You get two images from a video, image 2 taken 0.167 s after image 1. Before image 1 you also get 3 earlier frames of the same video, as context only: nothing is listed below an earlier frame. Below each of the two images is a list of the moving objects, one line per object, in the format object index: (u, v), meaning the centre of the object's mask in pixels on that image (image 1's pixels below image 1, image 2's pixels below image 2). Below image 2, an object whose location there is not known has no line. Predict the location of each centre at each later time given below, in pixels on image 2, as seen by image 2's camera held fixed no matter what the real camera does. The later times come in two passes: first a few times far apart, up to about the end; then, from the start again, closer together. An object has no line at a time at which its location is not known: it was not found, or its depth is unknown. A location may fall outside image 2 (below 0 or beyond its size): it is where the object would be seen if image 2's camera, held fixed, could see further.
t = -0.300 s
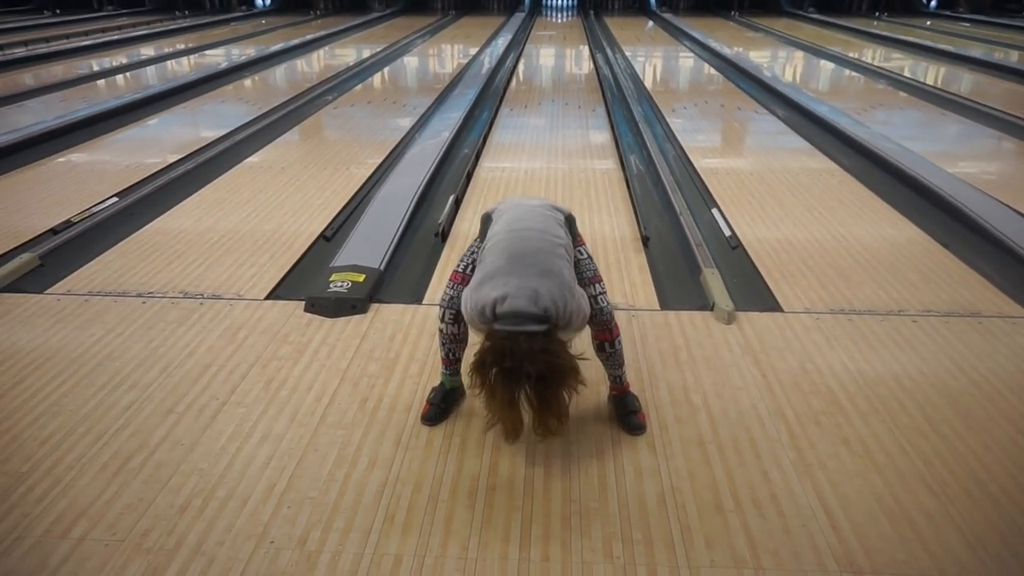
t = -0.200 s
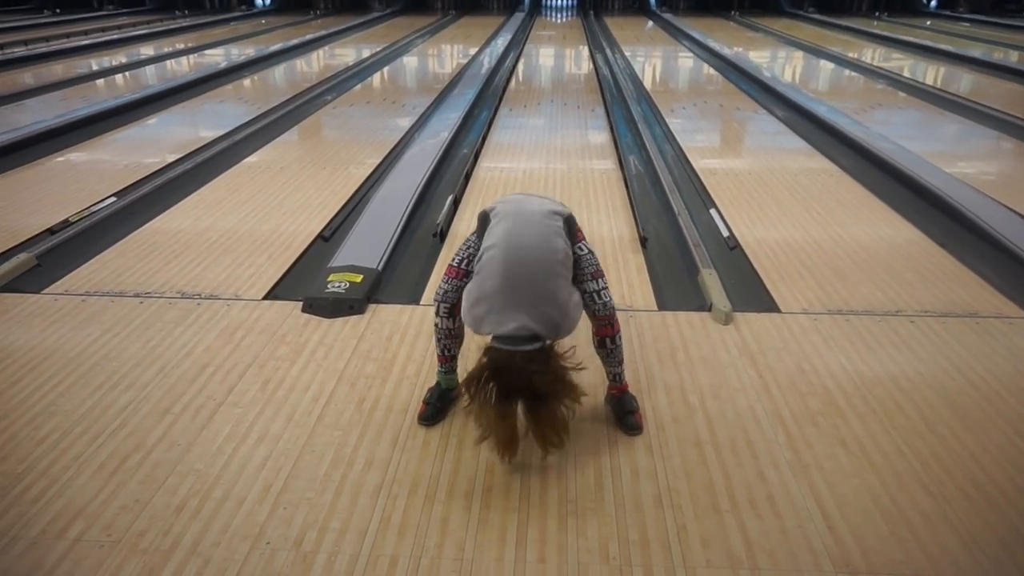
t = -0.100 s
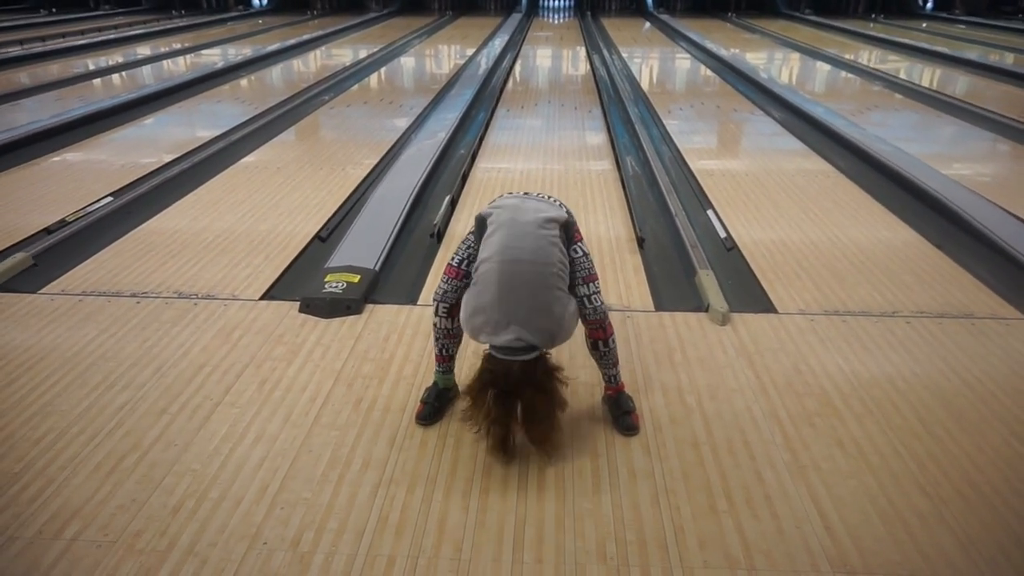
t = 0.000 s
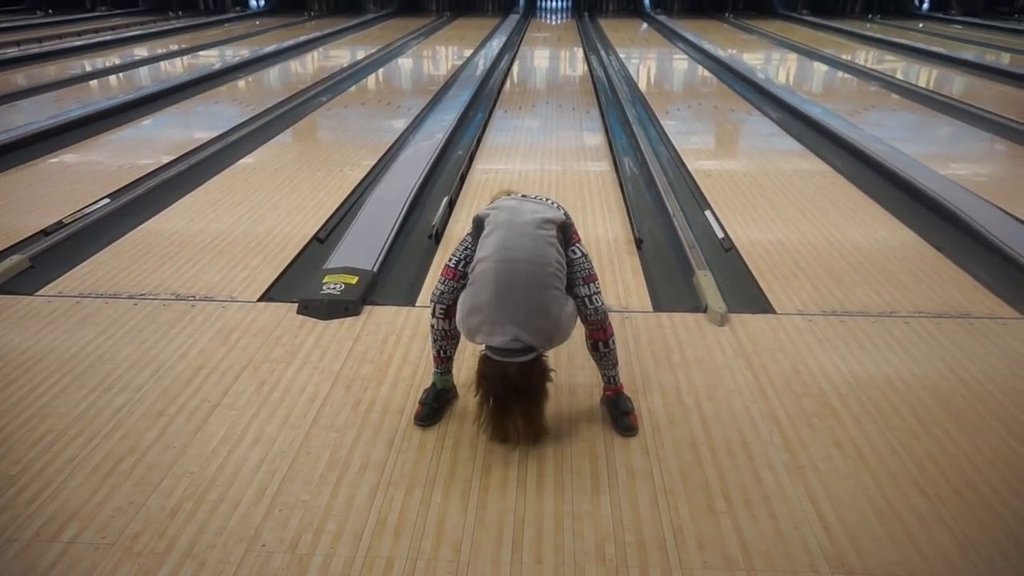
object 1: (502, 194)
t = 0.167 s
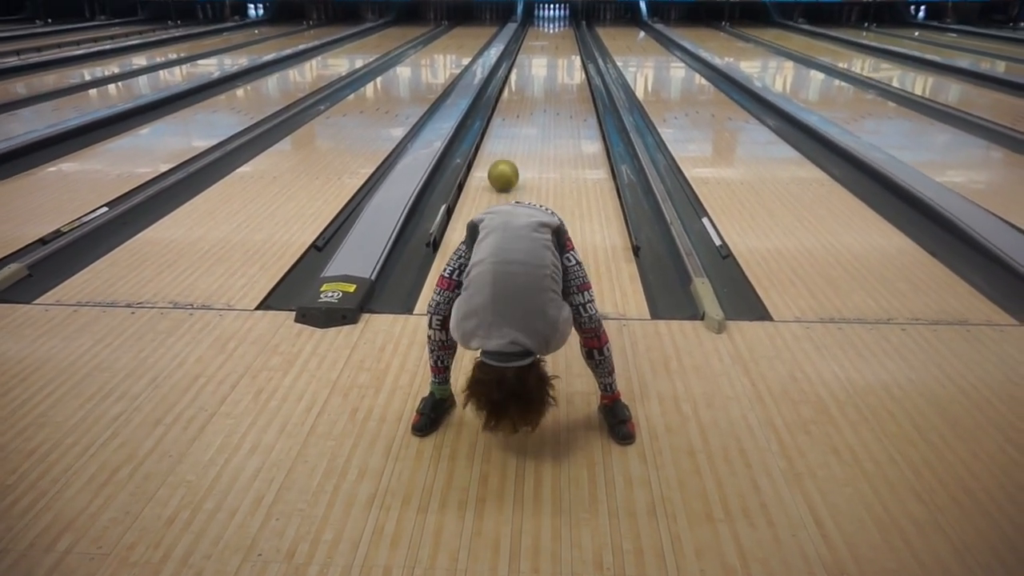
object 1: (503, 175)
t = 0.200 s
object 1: (502, 169)
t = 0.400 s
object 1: (500, 137)
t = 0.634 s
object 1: (499, 110)
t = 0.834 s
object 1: (507, 94)
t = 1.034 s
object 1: (513, 82)
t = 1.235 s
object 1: (518, 71)
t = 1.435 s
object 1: (521, 64)
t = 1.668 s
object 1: (523, 57)
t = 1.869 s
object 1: (525, 50)
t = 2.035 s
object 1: (525, 46)
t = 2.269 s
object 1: (527, 41)
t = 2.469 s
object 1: (528, 37)
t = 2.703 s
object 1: (529, 33)
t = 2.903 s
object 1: (530, 31)
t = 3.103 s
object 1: (531, 28)
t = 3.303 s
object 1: (533, 25)
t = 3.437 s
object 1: (534, 24)
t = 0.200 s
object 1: (502, 169)
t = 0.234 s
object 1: (502, 163)
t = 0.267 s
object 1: (502, 157)
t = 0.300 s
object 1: (501, 151)
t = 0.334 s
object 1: (501, 146)
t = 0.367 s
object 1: (501, 141)
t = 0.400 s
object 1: (500, 137)
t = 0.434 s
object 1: (500, 132)
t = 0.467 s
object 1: (500, 128)
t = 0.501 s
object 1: (499, 124)
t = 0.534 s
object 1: (500, 120)
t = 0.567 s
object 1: (499, 117)
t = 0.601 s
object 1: (500, 112)
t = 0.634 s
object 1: (499, 110)
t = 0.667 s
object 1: (500, 107)
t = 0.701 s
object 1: (501, 104)
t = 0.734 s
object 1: (503, 102)
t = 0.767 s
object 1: (505, 99)
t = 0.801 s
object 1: (506, 96)
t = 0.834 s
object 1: (507, 94)
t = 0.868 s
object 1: (508, 92)
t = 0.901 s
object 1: (510, 89)
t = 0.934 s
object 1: (511, 87)
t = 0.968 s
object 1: (512, 85)
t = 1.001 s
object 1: (513, 83)
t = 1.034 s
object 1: (513, 82)
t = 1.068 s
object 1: (514, 79)
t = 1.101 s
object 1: (515, 77)
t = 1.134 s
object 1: (516, 76)
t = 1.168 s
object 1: (517, 74)
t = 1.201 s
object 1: (517, 73)
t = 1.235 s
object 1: (518, 71)
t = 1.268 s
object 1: (518, 70)
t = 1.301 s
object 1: (519, 69)
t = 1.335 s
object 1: (520, 67)
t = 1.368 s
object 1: (520, 66)
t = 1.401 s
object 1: (520, 65)
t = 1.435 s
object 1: (521, 64)
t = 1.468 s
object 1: (521, 63)
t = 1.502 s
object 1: (522, 61)
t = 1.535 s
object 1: (522, 60)
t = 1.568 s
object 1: (522, 59)
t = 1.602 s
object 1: (522, 58)
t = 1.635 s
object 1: (522, 57)
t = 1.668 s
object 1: (523, 57)
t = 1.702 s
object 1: (523, 55)
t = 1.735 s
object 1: (523, 54)
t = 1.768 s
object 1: (523, 52)
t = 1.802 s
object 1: (524, 52)
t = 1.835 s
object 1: (524, 51)
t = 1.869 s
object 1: (525, 50)
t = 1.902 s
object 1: (525, 49)
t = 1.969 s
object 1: (525, 48)
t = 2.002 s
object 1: (526, 47)
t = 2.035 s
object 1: (525, 46)
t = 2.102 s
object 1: (526, 45)
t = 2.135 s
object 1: (526, 44)
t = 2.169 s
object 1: (526, 43)
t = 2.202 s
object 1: (527, 43)
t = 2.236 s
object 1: (527, 42)
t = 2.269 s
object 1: (527, 41)
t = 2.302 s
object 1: (527, 41)
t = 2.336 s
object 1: (527, 40)
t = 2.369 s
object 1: (527, 40)
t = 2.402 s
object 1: (528, 39)
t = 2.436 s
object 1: (527, 38)
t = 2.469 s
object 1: (528, 37)
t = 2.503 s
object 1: (528, 37)
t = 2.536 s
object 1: (528, 36)
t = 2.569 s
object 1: (528, 36)
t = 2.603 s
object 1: (529, 35)
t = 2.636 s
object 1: (529, 34)
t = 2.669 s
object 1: (529, 34)
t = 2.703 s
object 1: (529, 33)
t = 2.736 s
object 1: (529, 33)
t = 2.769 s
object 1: (530, 32)
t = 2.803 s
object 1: (530, 32)
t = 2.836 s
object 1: (530, 31)
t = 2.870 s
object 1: (530, 31)
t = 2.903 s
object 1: (530, 31)
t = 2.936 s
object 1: (530, 30)
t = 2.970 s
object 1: (530, 30)
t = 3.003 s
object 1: (531, 29)
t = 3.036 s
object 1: (531, 29)
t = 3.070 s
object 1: (531, 28)
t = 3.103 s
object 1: (531, 28)
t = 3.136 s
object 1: (531, 27)
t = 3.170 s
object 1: (532, 27)
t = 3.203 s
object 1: (532, 26)
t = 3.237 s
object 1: (532, 26)
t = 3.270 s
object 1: (532, 25)
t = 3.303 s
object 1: (533, 25)
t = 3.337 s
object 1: (533, 25)
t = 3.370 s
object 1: (533, 25)
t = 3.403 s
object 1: (533, 24)
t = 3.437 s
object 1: (534, 24)
